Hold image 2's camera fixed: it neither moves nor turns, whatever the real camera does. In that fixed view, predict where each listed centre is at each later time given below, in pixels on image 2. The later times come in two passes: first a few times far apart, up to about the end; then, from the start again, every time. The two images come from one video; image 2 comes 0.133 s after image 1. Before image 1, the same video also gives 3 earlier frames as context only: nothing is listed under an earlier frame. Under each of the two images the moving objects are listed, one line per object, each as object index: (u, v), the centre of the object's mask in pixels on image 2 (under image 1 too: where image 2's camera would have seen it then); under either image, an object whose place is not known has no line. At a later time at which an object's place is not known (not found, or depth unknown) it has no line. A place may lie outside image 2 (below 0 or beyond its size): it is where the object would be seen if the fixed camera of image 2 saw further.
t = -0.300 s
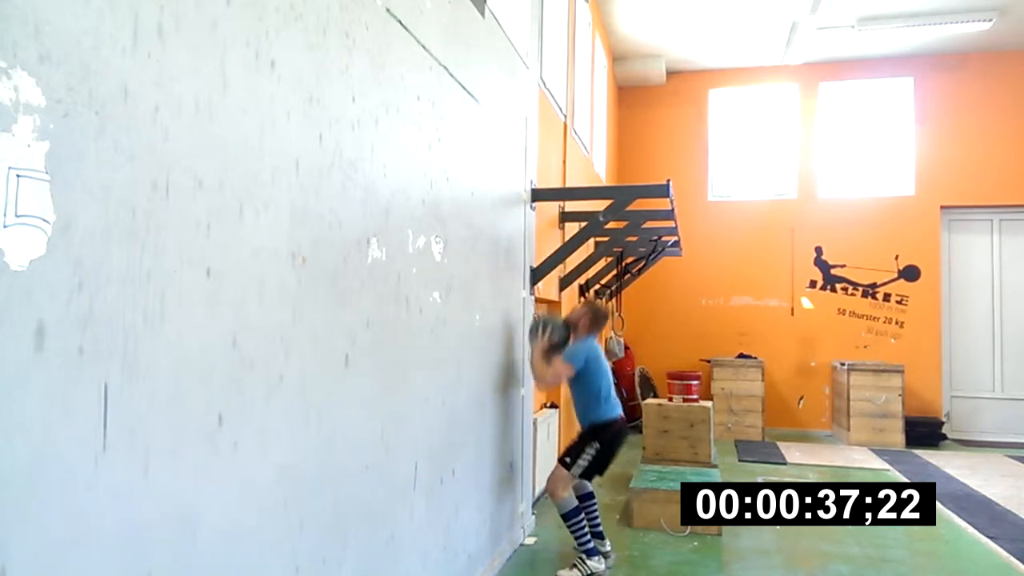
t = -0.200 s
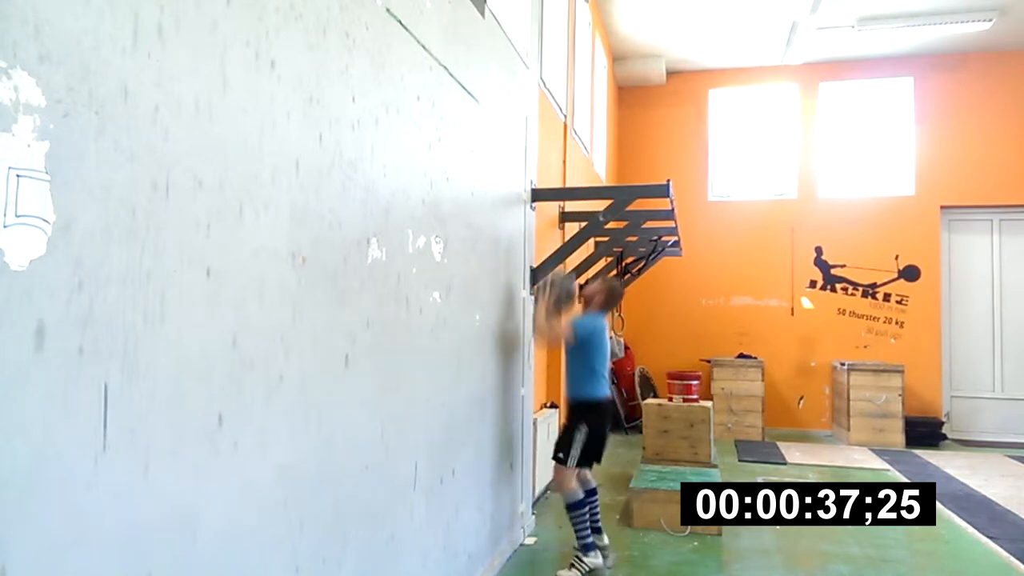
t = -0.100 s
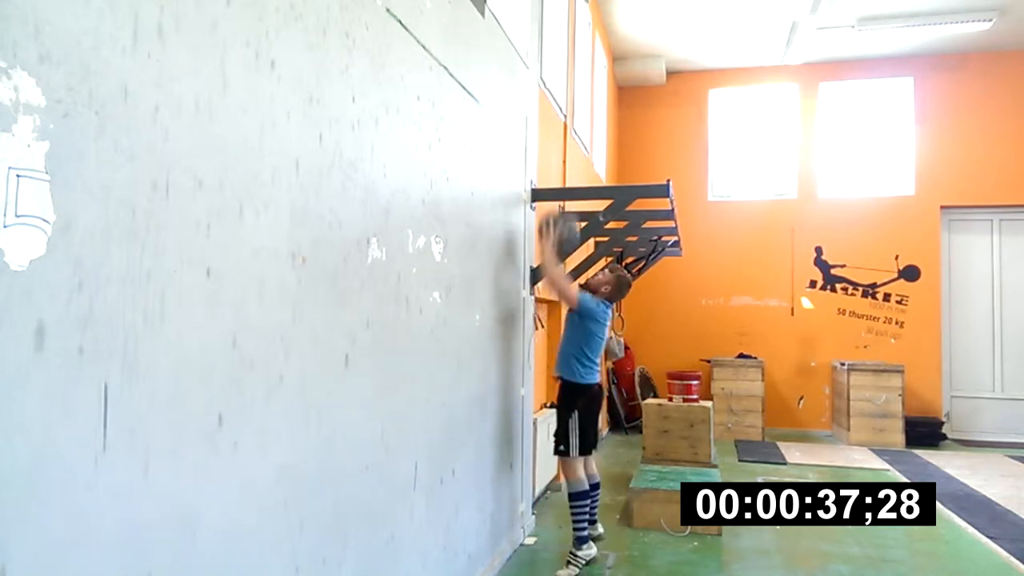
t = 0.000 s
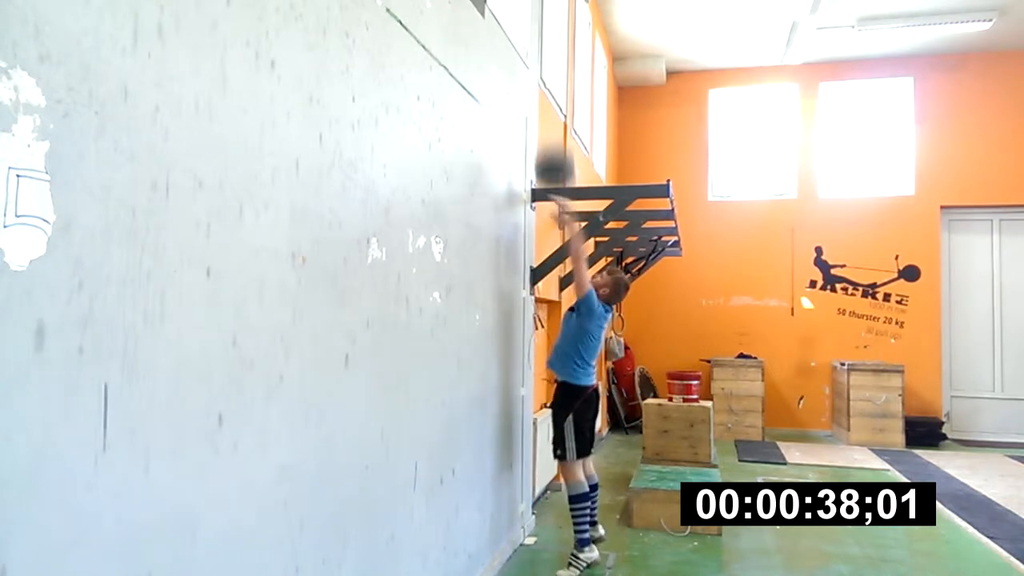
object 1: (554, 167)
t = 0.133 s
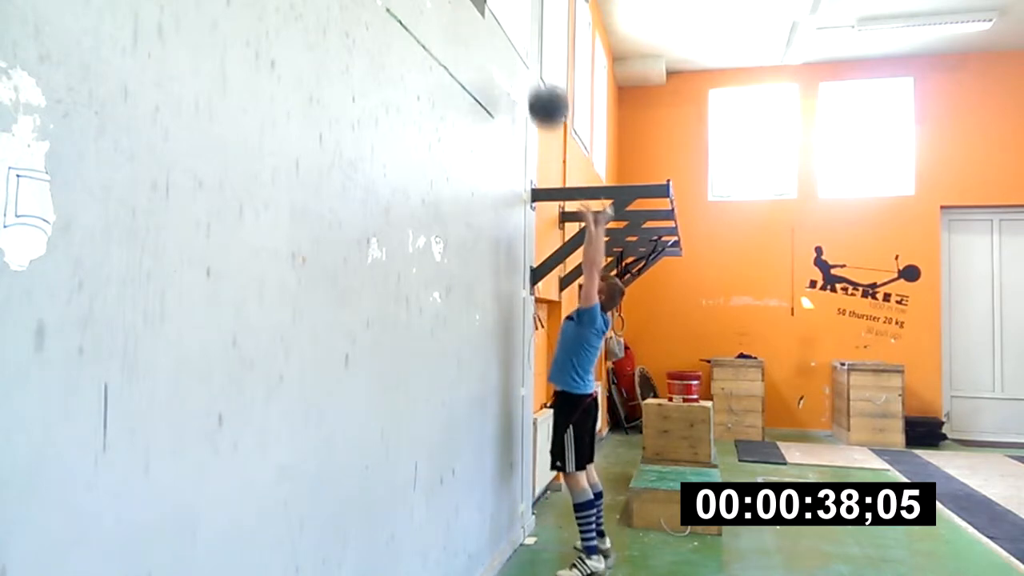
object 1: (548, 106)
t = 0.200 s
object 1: (545, 85)
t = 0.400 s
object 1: (534, 67)
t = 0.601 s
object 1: (536, 104)
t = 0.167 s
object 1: (546, 94)
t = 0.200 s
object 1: (545, 85)
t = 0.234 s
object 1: (543, 77)
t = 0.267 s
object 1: (542, 72)
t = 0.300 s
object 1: (540, 68)
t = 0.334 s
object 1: (538, 66)
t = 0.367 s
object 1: (536, 65)
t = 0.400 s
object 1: (534, 67)
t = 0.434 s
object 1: (532, 70)
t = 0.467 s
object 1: (531, 73)
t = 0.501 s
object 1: (532, 78)
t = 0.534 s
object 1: (533, 86)
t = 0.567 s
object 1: (535, 95)
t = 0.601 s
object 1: (536, 104)
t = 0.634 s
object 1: (537, 117)
